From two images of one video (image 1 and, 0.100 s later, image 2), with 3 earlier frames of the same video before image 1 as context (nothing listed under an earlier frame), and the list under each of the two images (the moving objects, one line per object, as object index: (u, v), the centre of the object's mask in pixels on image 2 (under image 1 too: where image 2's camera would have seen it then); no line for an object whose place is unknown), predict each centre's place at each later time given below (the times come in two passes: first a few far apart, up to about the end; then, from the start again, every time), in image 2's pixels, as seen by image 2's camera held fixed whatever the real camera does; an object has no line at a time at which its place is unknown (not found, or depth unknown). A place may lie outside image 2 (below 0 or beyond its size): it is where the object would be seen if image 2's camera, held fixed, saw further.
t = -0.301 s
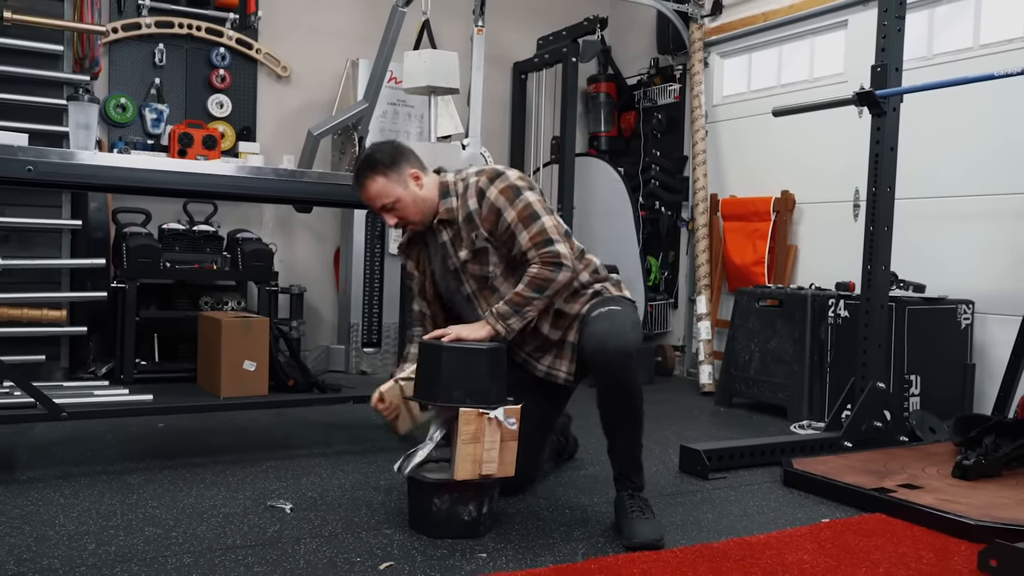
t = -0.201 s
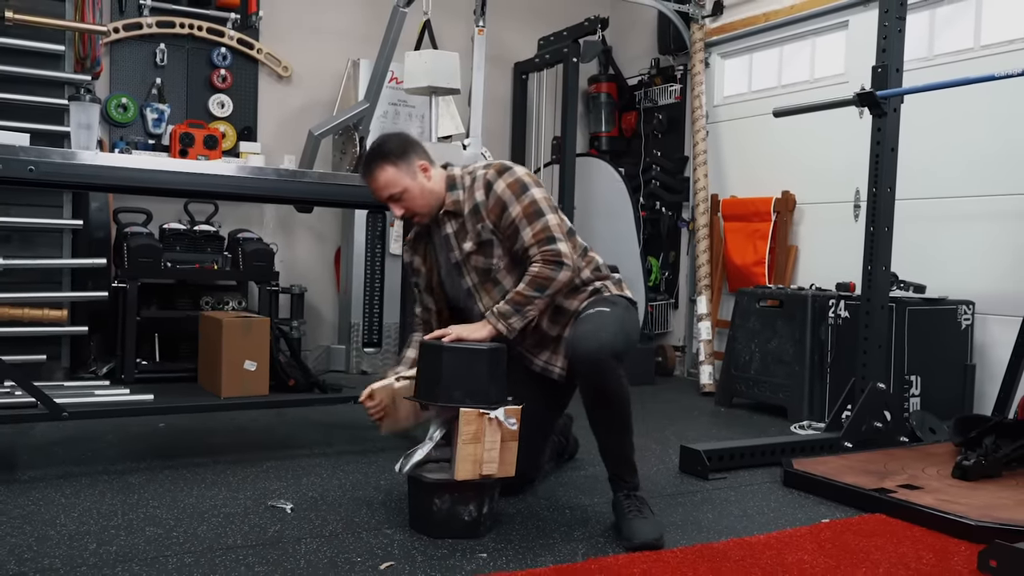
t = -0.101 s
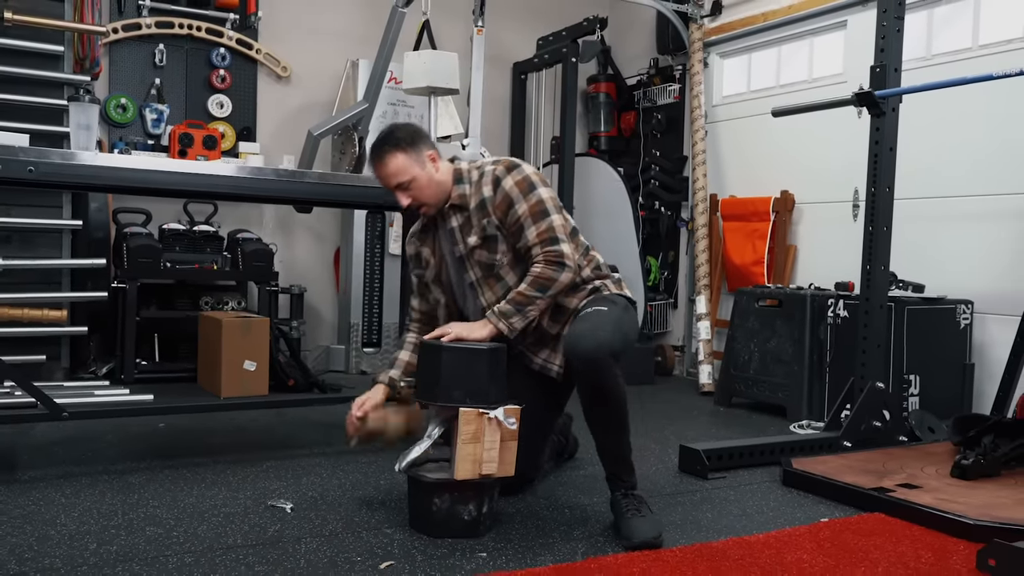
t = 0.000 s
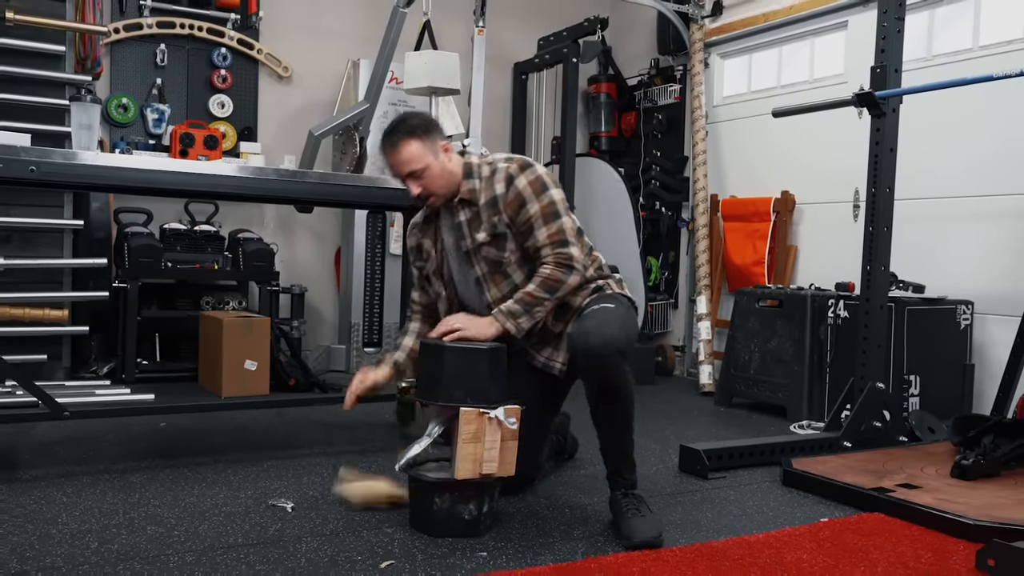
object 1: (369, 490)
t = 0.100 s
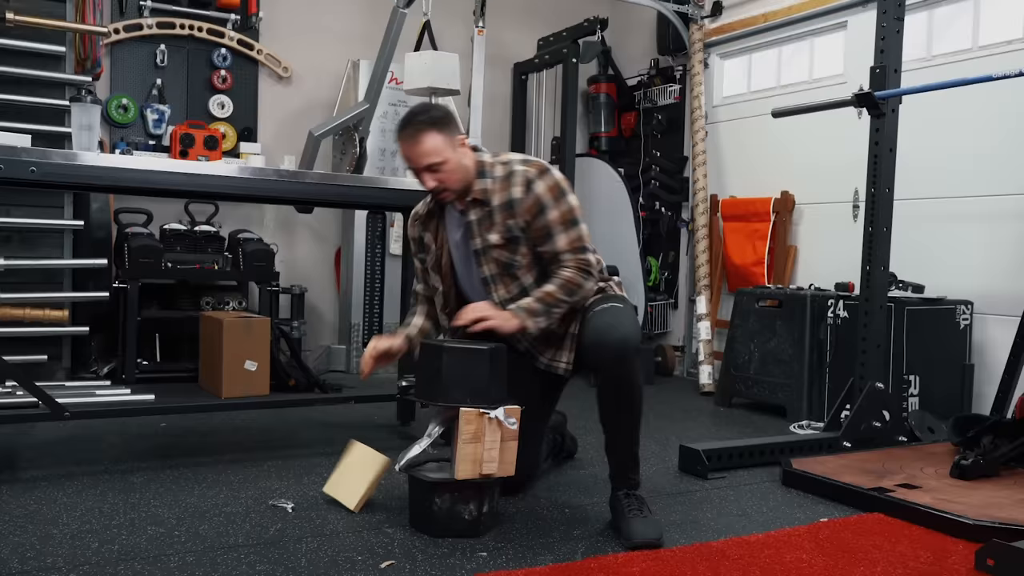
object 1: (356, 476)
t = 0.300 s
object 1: (329, 478)
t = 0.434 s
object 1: (306, 498)
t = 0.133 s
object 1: (351, 475)
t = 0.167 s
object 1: (346, 475)
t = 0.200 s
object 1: (342, 475)
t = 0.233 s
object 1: (337, 476)
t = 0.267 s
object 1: (334, 477)
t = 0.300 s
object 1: (329, 478)
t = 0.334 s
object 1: (326, 480)
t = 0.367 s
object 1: (321, 482)
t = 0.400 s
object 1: (313, 485)
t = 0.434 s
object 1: (306, 498)
